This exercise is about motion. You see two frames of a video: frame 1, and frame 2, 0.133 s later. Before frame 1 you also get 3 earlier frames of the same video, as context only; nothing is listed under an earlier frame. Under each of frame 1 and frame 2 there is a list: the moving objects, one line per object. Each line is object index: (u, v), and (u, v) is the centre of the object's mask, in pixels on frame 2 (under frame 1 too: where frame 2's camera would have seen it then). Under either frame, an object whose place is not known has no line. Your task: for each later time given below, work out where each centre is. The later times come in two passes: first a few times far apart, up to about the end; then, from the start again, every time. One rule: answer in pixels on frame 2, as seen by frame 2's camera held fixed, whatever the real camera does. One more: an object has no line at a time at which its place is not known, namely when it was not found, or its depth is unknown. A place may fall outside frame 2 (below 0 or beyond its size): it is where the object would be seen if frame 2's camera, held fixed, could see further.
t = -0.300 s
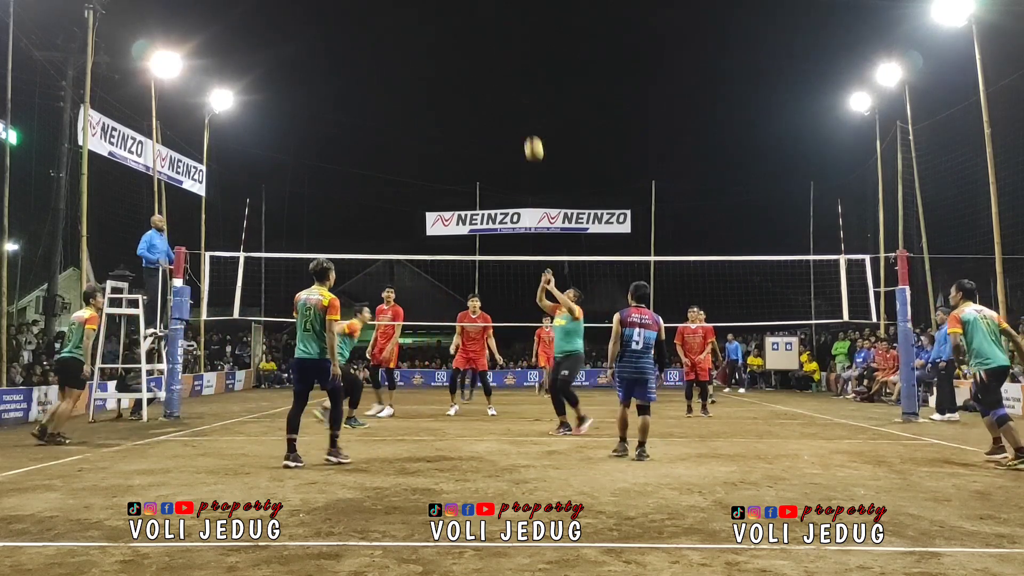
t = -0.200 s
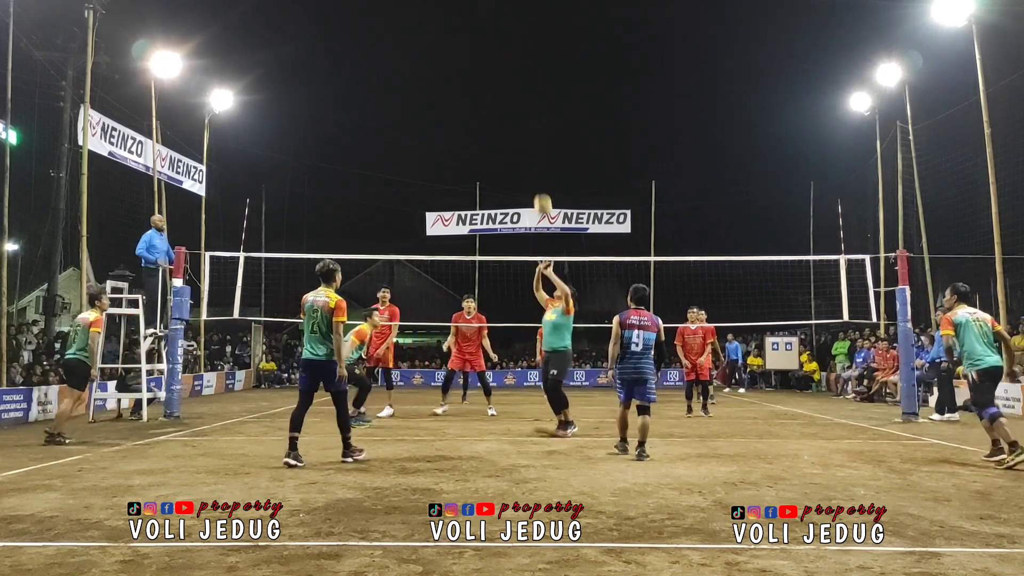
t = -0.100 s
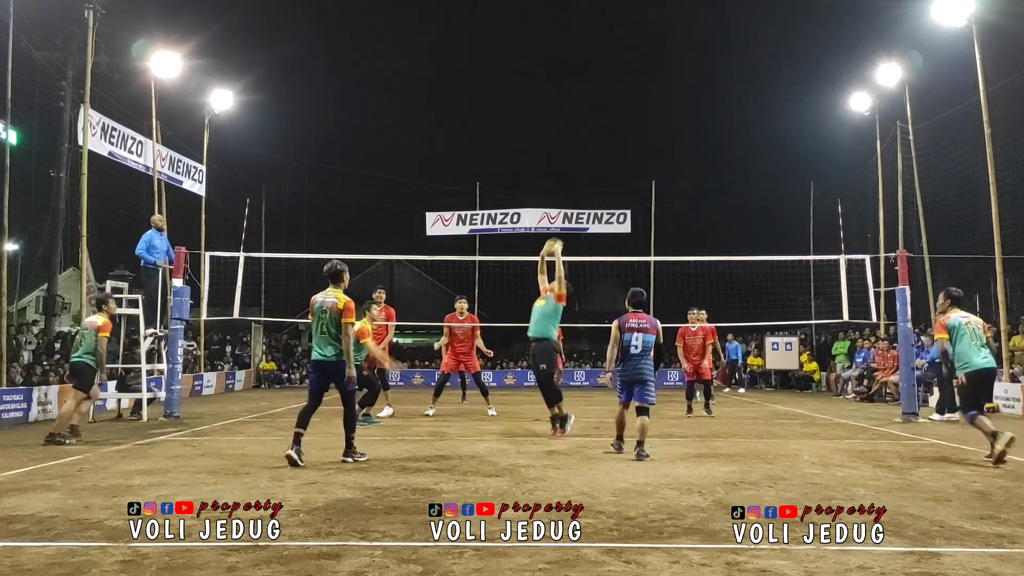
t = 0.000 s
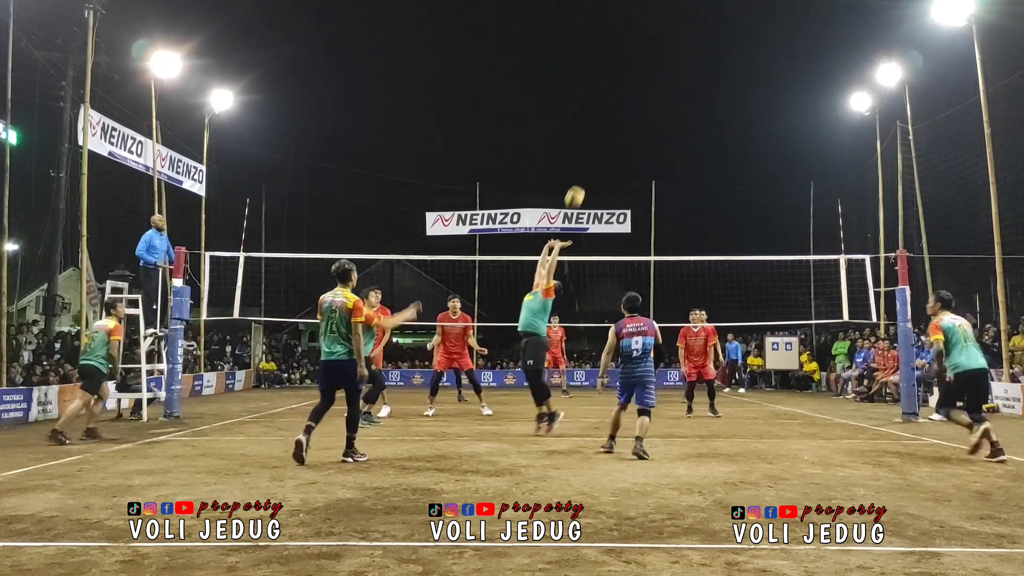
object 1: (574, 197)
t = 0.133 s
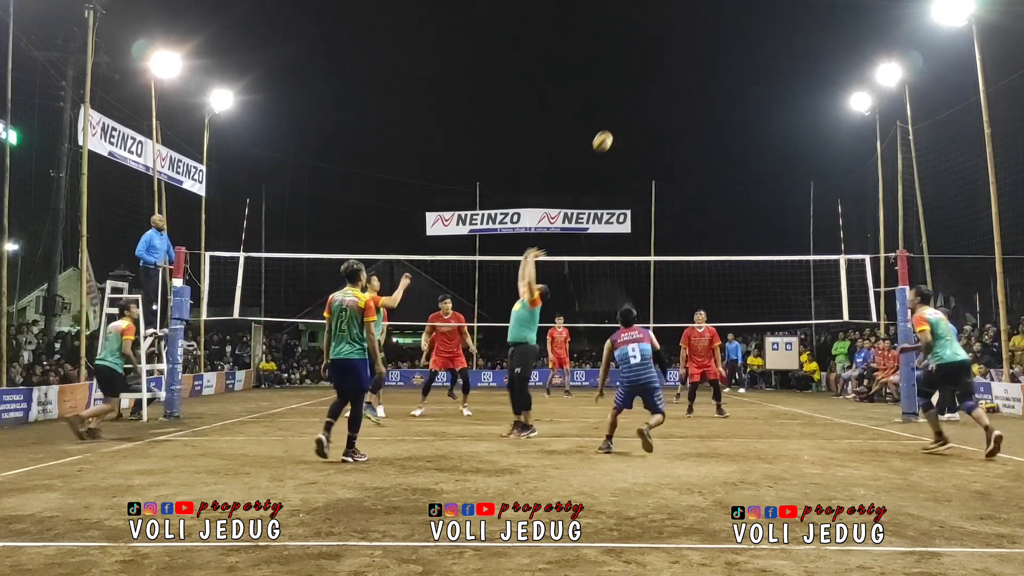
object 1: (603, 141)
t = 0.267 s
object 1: (628, 101)
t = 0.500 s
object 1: (667, 66)
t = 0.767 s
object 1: (709, 76)
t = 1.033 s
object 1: (747, 135)
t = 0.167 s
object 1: (609, 130)
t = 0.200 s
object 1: (616, 119)
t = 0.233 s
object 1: (622, 110)
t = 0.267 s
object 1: (628, 101)
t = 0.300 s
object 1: (634, 94)
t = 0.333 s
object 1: (639, 87)
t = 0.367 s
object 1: (645, 81)
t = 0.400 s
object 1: (651, 76)
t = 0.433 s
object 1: (656, 71)
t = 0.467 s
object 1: (662, 68)
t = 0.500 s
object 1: (667, 66)
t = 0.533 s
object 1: (673, 64)
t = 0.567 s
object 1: (678, 64)
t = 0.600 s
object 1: (683, 64)
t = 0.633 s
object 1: (689, 65)
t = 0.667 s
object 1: (694, 66)
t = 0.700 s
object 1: (699, 69)
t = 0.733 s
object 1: (704, 72)
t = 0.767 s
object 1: (709, 76)
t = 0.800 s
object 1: (714, 81)
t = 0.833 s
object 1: (719, 86)
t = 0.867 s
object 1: (724, 93)
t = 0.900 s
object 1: (729, 100)
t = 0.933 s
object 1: (733, 107)
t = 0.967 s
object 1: (738, 116)
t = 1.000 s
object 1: (743, 125)
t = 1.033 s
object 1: (747, 135)
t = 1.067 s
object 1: (752, 145)
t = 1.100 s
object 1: (756, 156)
